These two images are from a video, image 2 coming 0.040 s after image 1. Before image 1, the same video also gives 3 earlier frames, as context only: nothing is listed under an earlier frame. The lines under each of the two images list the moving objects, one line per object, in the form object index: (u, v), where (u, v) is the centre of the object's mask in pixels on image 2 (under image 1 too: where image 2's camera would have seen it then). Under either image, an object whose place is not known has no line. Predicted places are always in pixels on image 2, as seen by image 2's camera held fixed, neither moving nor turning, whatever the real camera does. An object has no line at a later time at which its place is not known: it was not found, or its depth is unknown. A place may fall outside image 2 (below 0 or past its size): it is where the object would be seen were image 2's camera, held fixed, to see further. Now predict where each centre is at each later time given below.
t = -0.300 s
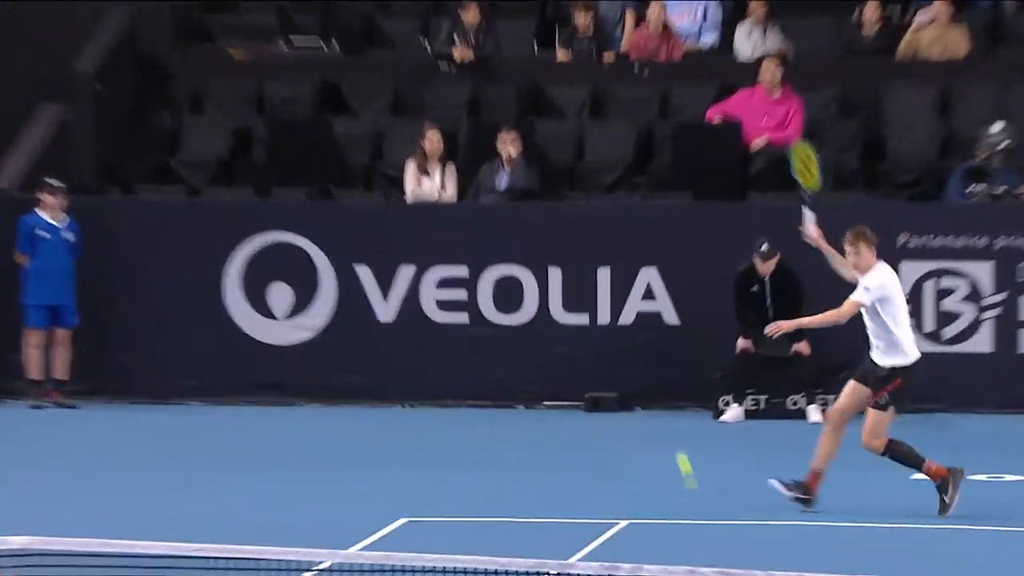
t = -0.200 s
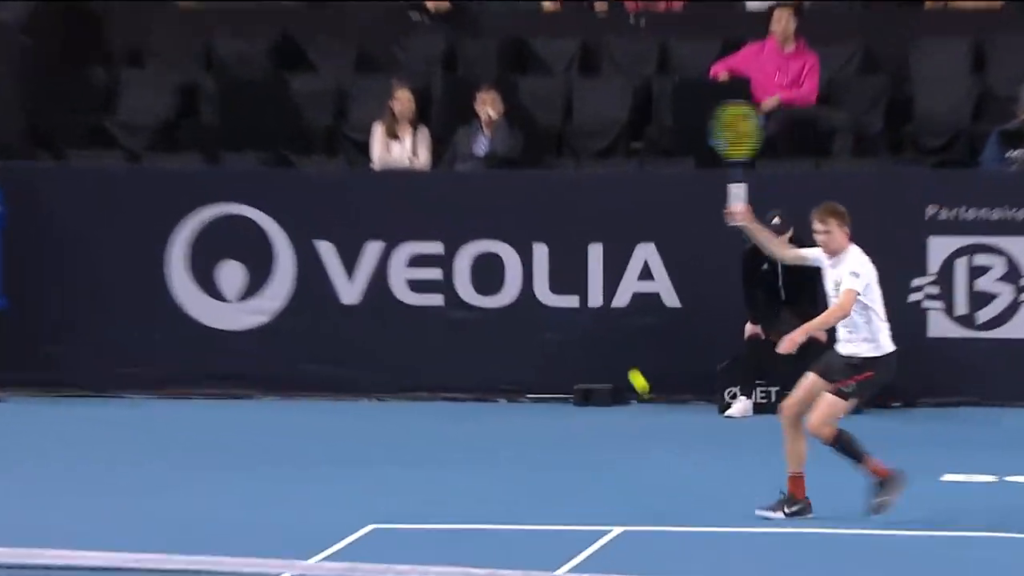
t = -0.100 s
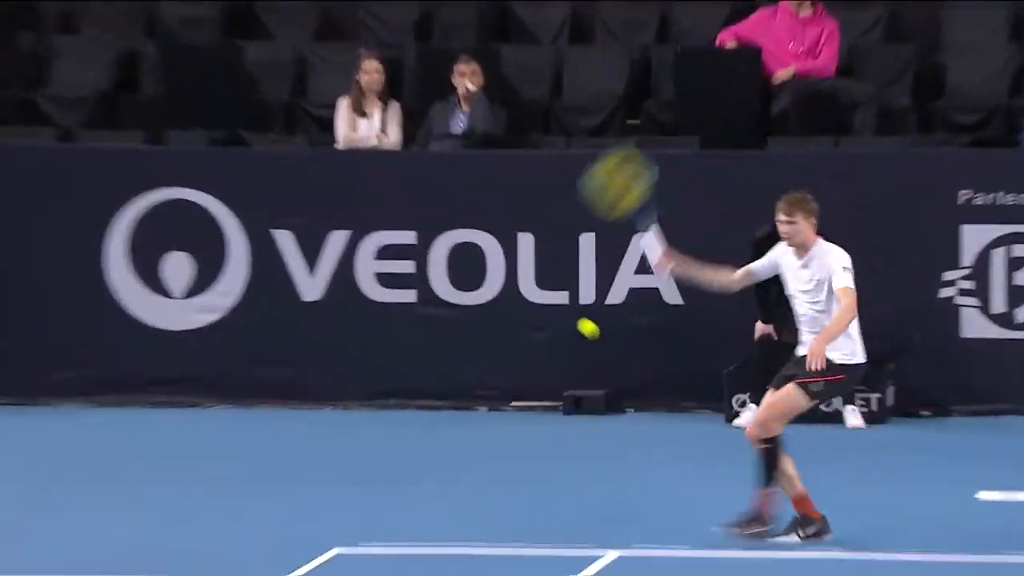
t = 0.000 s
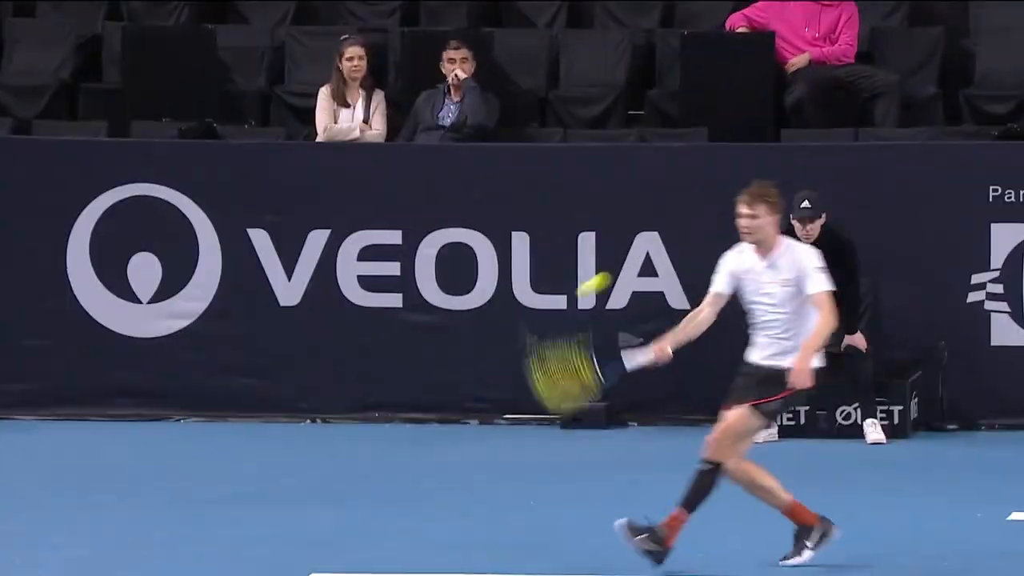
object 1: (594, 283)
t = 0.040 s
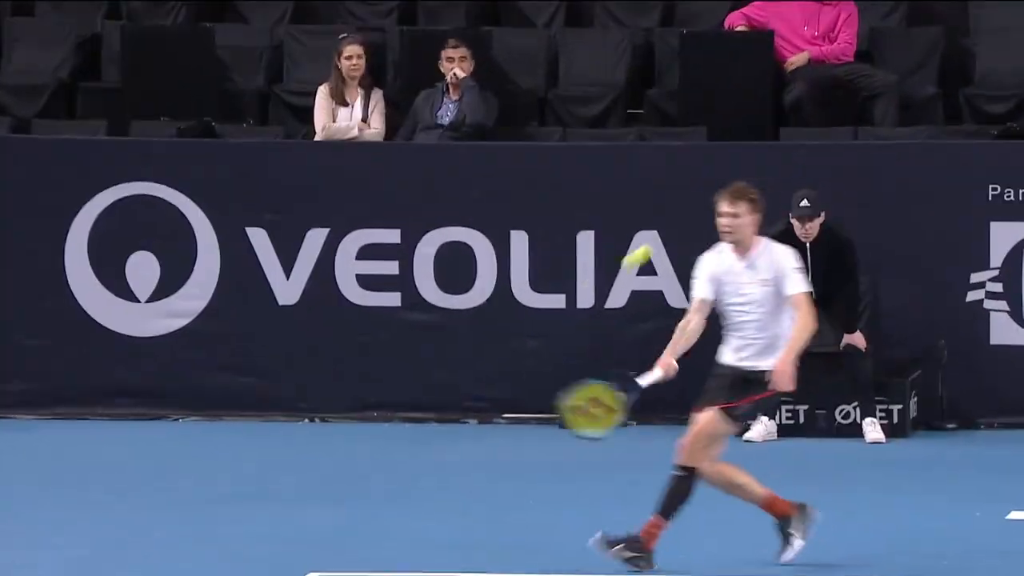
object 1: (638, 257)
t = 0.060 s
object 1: (663, 242)
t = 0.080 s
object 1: (683, 233)
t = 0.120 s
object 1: (733, 208)
